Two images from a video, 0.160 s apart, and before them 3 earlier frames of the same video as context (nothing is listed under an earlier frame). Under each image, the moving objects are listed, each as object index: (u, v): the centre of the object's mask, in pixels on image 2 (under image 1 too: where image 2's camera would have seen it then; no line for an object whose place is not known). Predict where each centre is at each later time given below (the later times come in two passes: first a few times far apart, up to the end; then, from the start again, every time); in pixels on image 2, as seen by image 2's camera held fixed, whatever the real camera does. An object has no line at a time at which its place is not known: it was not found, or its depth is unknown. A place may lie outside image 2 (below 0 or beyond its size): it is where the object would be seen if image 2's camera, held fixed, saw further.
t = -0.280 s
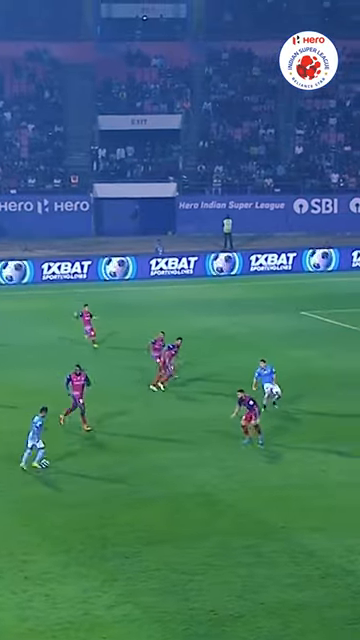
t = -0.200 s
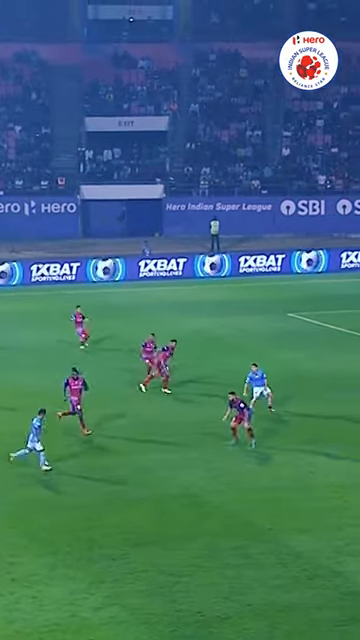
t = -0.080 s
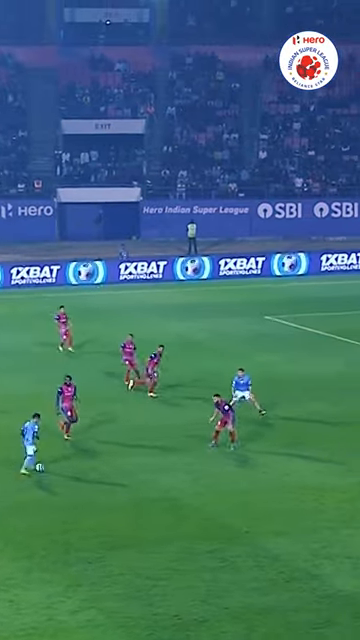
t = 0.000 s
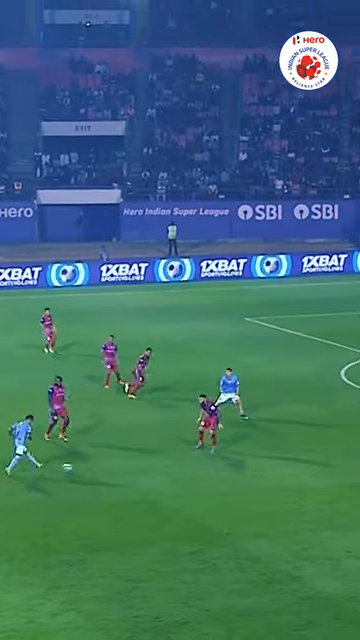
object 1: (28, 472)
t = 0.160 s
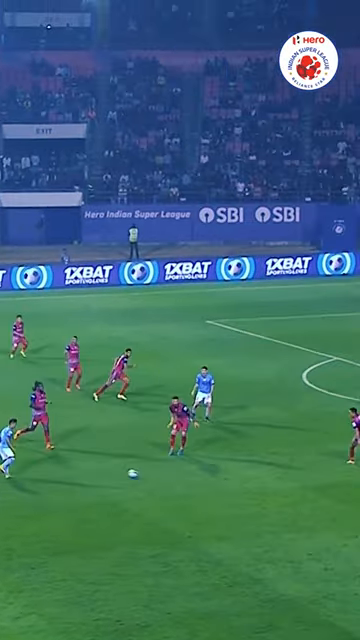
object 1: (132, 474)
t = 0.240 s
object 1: (180, 472)
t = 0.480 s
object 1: (312, 477)
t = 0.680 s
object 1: (407, 479)
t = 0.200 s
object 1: (157, 475)
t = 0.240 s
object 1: (180, 472)
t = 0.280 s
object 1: (202, 471)
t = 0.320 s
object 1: (224, 471)
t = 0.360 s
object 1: (246, 472)
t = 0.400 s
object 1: (268, 473)
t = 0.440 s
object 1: (291, 476)
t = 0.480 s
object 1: (312, 477)
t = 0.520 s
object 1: (330, 476)
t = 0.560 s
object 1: (349, 475)
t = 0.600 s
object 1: (369, 476)
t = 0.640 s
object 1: (388, 477)
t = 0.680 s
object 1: (407, 479)
